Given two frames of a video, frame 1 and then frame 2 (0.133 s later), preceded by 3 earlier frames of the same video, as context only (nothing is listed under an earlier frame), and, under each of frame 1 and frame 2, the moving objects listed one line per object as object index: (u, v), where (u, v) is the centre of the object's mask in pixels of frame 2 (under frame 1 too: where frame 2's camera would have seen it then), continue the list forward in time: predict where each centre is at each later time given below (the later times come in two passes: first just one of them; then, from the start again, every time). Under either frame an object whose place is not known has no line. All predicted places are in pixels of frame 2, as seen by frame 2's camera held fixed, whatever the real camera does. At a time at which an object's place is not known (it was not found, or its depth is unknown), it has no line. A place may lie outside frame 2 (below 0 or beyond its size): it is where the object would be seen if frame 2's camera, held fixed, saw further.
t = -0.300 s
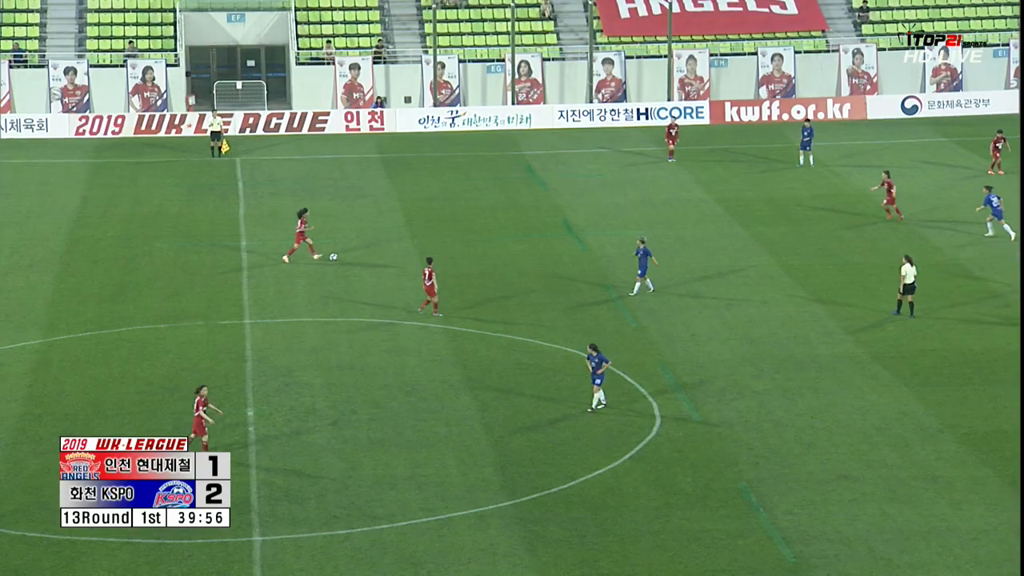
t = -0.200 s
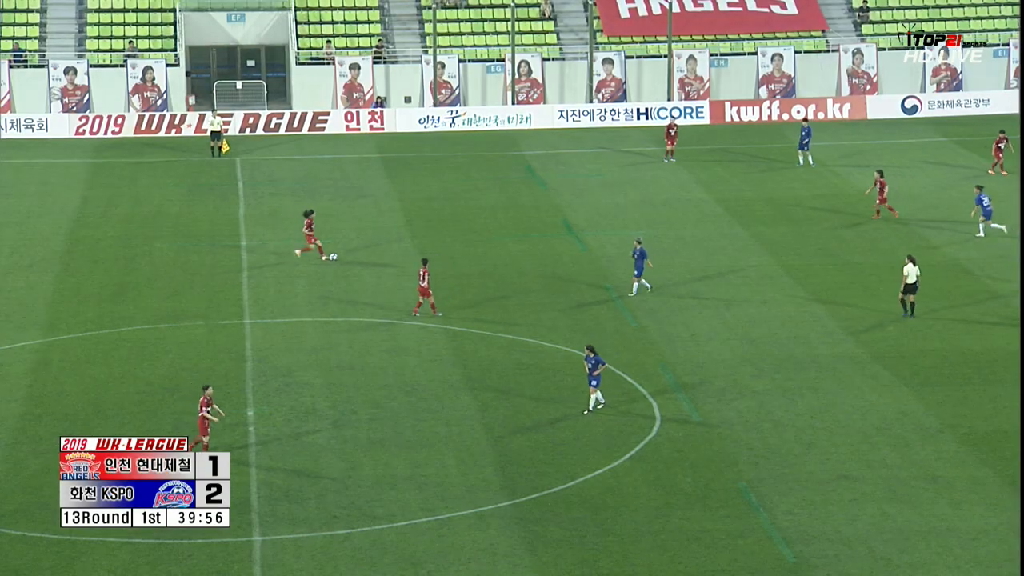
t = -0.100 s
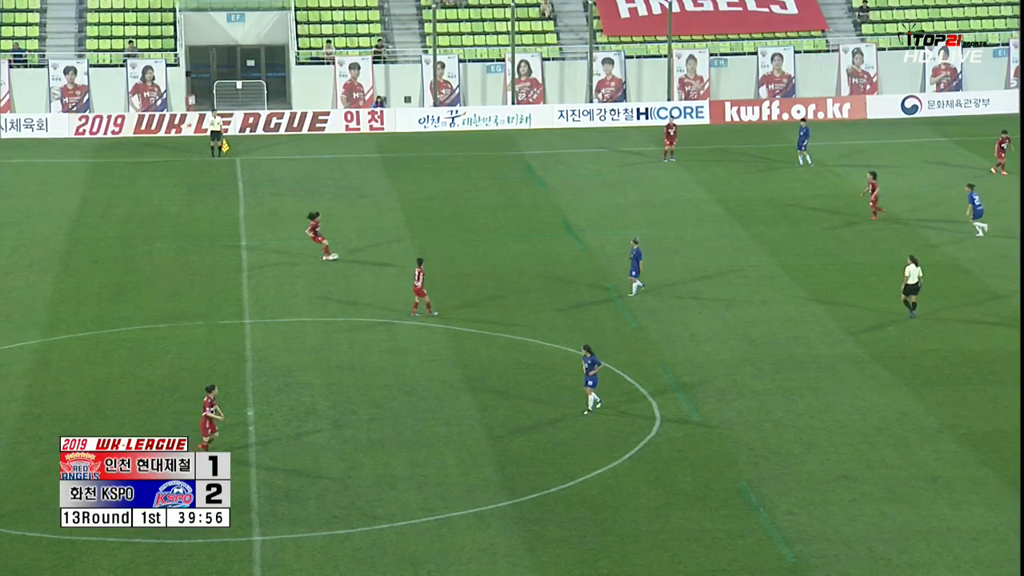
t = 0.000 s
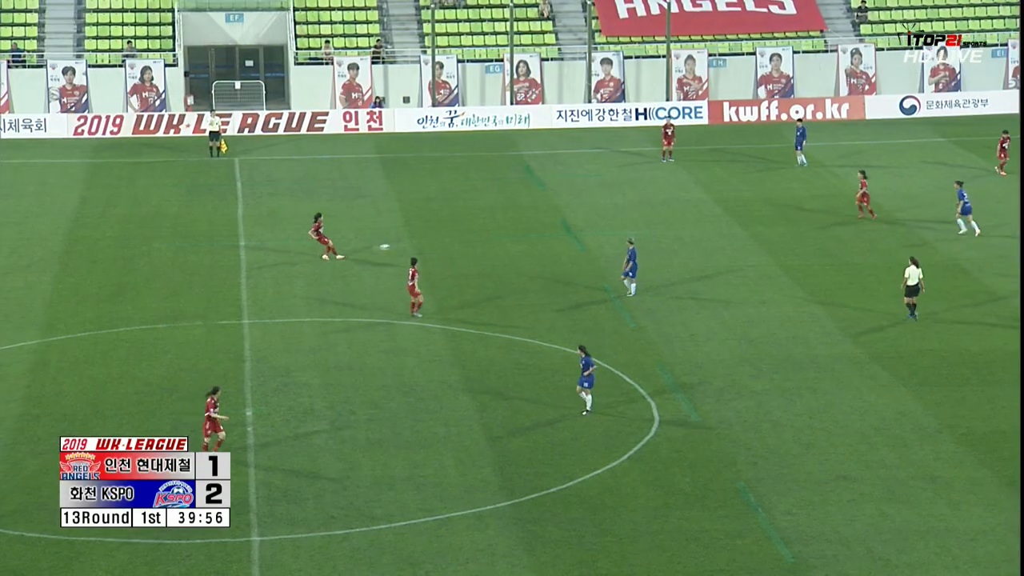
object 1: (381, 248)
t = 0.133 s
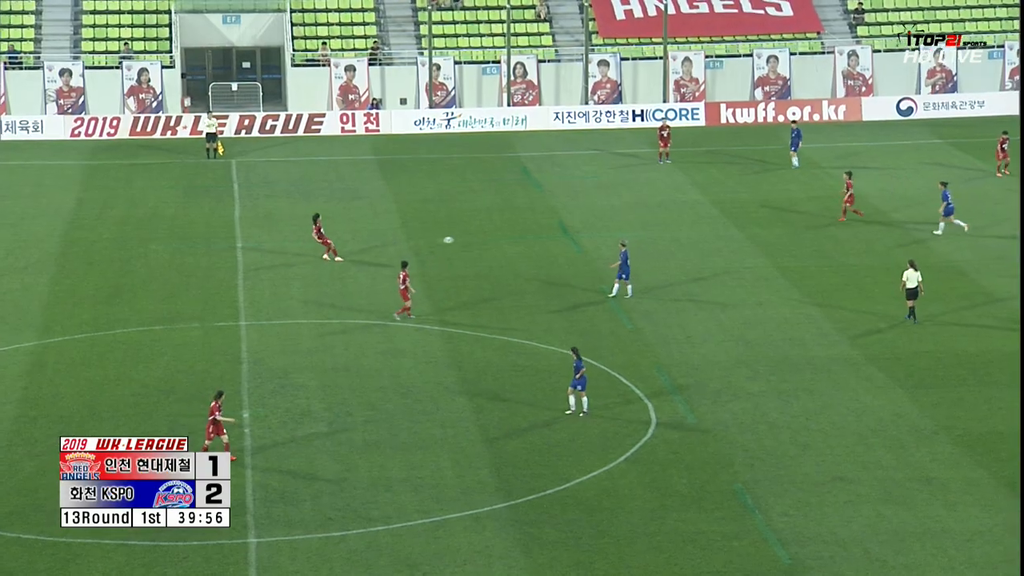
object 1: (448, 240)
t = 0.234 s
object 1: (495, 237)
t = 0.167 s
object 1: (464, 239)
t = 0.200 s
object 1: (480, 238)
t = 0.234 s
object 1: (495, 237)
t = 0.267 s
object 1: (511, 237)
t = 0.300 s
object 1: (527, 237)
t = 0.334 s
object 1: (541, 237)
